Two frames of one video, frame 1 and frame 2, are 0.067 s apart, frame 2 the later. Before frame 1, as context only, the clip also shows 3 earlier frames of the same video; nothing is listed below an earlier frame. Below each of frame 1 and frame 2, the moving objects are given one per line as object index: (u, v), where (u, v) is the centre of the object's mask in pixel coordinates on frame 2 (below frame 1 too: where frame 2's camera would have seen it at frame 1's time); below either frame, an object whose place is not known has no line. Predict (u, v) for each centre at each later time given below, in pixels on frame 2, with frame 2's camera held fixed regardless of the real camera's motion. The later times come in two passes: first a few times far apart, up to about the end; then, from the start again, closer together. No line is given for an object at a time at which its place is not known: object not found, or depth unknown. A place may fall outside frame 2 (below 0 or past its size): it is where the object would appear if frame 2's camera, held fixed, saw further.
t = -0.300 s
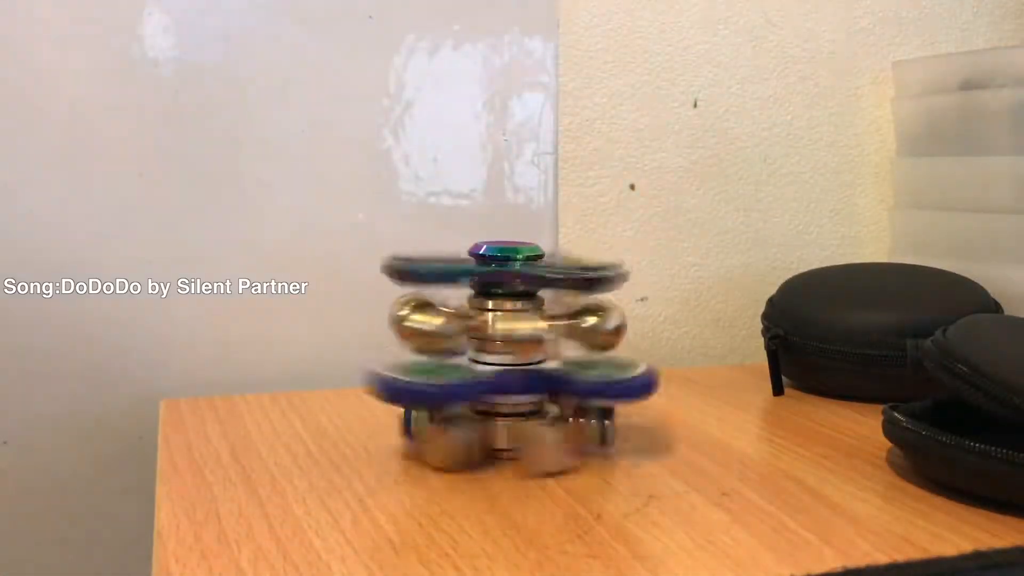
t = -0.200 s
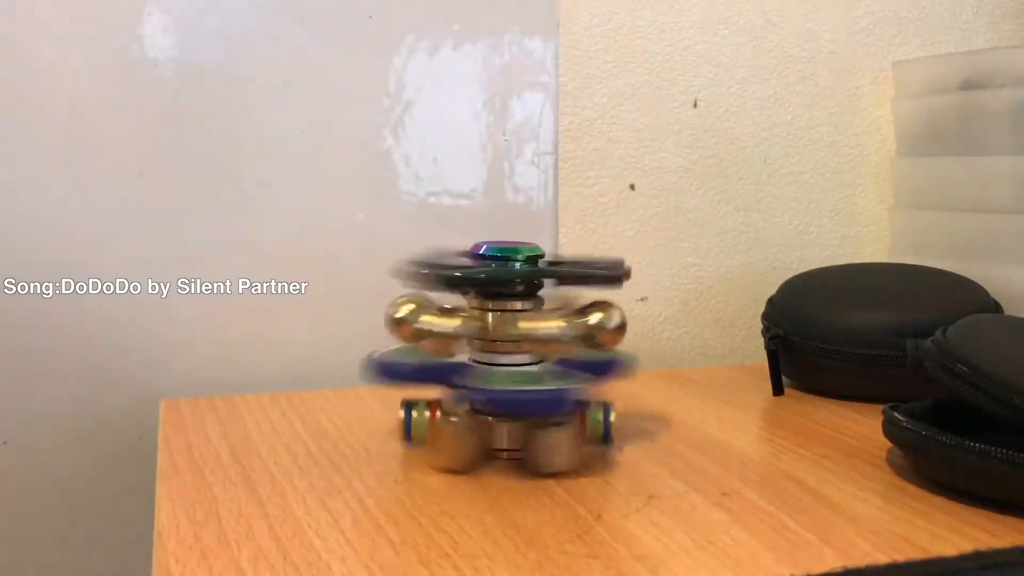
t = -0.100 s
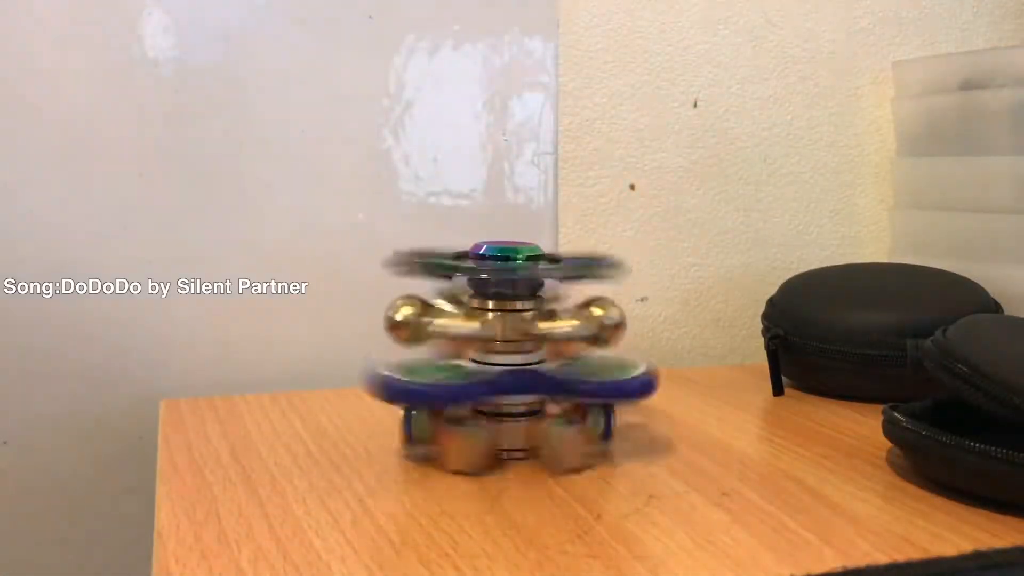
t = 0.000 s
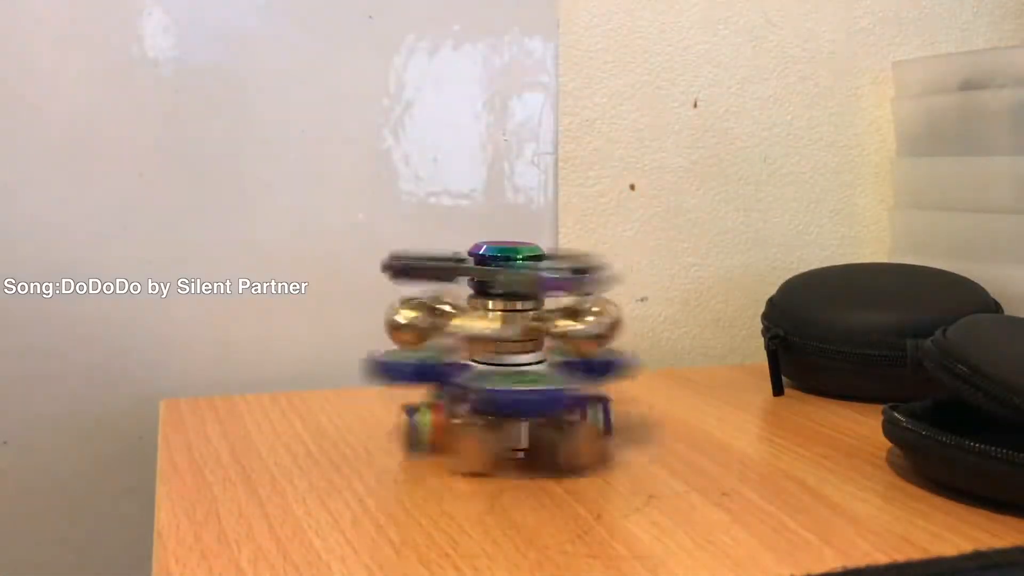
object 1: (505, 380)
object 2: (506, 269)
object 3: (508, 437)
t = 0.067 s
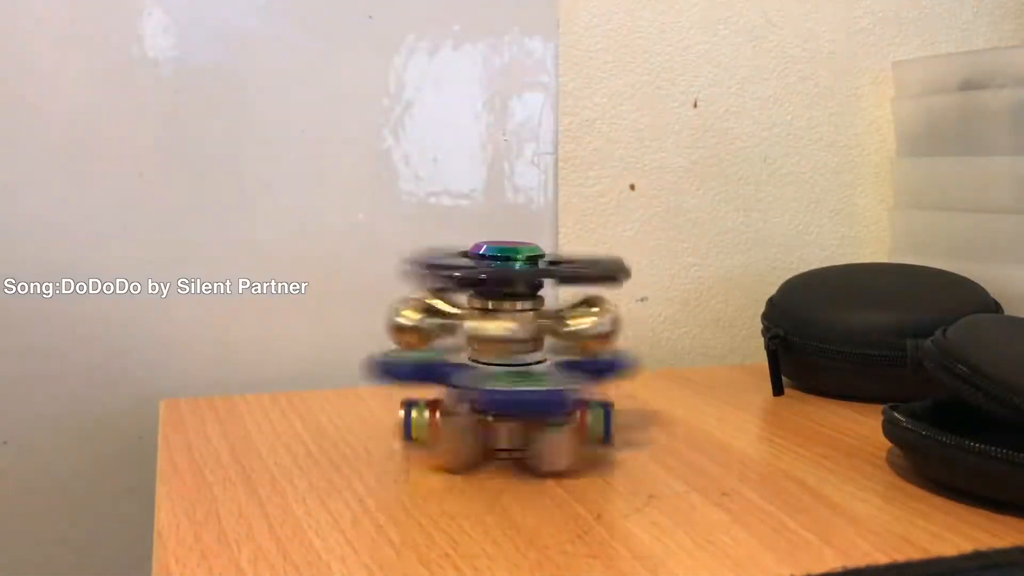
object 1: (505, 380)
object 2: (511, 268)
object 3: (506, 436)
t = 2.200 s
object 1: (502, 380)
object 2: (503, 269)
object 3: (503, 433)
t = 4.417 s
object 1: (514, 380)
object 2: (508, 268)
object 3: (512, 436)
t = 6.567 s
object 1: (497, 381)
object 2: (511, 267)
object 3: (499, 435)
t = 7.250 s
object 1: (500, 386)
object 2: (502, 273)
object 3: (503, 440)
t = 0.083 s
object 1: (501, 382)
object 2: (501, 268)
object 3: (500, 435)
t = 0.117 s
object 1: (514, 379)
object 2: (510, 264)
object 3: (512, 437)
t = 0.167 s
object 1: (508, 381)
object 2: (502, 264)
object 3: (508, 434)
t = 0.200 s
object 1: (508, 379)
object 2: (513, 267)
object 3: (504, 436)
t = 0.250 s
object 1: (513, 379)
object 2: (509, 264)
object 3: (511, 436)
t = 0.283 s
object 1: (496, 381)
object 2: (509, 268)
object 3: (498, 434)
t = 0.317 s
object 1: (509, 380)
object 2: (505, 269)
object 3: (513, 436)
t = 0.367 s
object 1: (507, 381)
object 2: (508, 269)
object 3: (506, 435)
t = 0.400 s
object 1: (506, 379)
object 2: (506, 269)
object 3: (501, 436)
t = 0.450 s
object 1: (514, 380)
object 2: (505, 269)
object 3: (510, 437)
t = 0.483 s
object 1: (501, 381)
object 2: (498, 267)
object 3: (503, 436)
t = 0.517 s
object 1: (513, 380)
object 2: (509, 264)
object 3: (512, 437)
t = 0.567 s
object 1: (505, 381)
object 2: (500, 264)
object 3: (508, 435)
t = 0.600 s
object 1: (506, 380)
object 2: (512, 266)
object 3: (513, 437)
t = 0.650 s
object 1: (512, 380)
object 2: (509, 264)
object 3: (511, 437)
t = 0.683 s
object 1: (498, 379)
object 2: (509, 268)
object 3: (501, 436)
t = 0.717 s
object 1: (511, 380)
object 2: (506, 269)
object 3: (513, 436)
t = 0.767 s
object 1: (505, 381)
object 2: (507, 269)
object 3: (504, 434)
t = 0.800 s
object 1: (509, 379)
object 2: (506, 269)
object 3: (509, 435)
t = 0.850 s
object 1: (510, 381)
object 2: (505, 269)
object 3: (511, 437)
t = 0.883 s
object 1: (498, 380)
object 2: (501, 268)
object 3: (506, 436)
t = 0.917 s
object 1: (511, 381)
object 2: (510, 264)
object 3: (510, 436)
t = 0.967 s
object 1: (501, 381)
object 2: (502, 264)
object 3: (504, 434)
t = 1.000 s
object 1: (512, 379)
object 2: (510, 267)
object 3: (509, 435)
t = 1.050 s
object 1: (513, 381)
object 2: (511, 264)
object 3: (510, 436)
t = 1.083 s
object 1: (502, 379)
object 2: (507, 268)
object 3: (497, 434)
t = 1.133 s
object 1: (511, 378)
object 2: (508, 268)
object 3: (510, 437)
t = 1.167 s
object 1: (498, 381)
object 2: (507, 269)
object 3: (504, 435)
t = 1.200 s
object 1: (513, 379)
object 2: (504, 268)
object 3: (512, 437)
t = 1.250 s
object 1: (507, 381)
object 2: (505, 269)
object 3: (508, 435)
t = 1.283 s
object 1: (503, 379)
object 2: (500, 263)
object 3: (507, 435)
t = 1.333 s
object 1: (512, 381)
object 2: (502, 268)
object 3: (515, 437)
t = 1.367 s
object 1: (492, 381)
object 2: (508, 264)
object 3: (500, 435)
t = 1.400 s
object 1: (515, 380)
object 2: (507, 269)
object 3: (512, 436)
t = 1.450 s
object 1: (505, 382)
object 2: (511, 267)
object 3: (506, 435)
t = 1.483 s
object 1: (512, 379)
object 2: (506, 269)
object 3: (507, 435)
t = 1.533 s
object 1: (513, 381)
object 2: (506, 269)
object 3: (510, 437)
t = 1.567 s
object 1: (495, 379)
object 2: (507, 269)
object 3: (506, 435)
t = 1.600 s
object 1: (511, 381)
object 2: (503, 265)
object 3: (510, 436)
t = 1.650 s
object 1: (502, 381)
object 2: (497, 266)
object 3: (506, 435)
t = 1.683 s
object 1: (512, 380)
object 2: (511, 264)
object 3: (510, 436)
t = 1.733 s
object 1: (511, 381)
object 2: (504, 264)
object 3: (507, 435)
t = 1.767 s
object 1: (499, 379)
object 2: (511, 267)
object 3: (504, 437)
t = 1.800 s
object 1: (509, 381)
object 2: (504, 269)
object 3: (508, 435)
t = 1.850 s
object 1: (496, 382)
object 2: (506, 269)
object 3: (501, 435)
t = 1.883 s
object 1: (513, 379)
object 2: (507, 269)
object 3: (511, 437)
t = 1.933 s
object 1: (509, 381)
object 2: (505, 269)
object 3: (508, 435)
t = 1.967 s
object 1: (507, 381)
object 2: (498, 265)
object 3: (510, 434)
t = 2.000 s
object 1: (506, 382)
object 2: (510, 266)
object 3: (504, 435)
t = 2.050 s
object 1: (497, 379)
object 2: (505, 263)
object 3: (505, 436)
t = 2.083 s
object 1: (509, 380)
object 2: (508, 268)
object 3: (510, 436)
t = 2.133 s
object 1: (505, 381)
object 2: (511, 267)
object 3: (505, 434)
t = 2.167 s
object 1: (514, 379)
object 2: (506, 269)
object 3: (512, 437)
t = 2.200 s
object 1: (502, 380)
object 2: (503, 269)
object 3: (503, 433)
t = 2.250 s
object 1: (501, 379)
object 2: (507, 269)
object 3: (502, 437)
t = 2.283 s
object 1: (509, 382)
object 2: (503, 264)
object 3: (508, 435)
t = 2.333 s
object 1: (500, 381)
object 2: (502, 266)
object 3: (501, 435)
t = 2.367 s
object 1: (513, 380)
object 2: (513, 264)
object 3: (510, 437)
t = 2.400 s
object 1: (498, 380)
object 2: (508, 269)
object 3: (503, 435)
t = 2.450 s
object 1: (510, 380)
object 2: (508, 268)
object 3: (508, 434)
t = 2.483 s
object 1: (505, 382)
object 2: (505, 269)
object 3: (506, 435)
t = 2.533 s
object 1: (503, 380)
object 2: (507, 269)
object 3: (505, 435)
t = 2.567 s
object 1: (513, 381)
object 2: (504, 268)
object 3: (511, 436)
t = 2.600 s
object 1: (500, 379)
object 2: (507, 263)
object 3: (504, 434)
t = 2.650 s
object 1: (512, 379)
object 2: (503, 263)
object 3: (512, 437)
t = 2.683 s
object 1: (497, 381)
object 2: (510, 268)
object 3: (503, 435)
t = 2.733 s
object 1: (505, 380)
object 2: (515, 265)
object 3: (505, 436)
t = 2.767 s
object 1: (508, 381)
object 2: (506, 269)
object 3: (505, 435)
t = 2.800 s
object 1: (504, 379)
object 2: (506, 269)
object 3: (508, 438)
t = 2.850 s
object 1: (515, 382)
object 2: (507, 269)
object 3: (513, 436)
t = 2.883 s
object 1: (499, 380)
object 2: (502, 264)
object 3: (501, 435)
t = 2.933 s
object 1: (512, 380)
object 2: (496, 264)
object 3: (510, 438)
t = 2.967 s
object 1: (505, 381)
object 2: (510, 266)
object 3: (503, 435)
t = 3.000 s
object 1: (515, 379)
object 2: (507, 269)
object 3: (509, 437)
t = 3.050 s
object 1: (509, 381)
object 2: (506, 269)
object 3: (510, 435)
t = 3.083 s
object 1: (506, 380)
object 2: (506, 269)
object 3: (506, 436)
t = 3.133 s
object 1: (510, 380)
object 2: (506, 269)
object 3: (511, 437)
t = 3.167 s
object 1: (499, 379)
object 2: (500, 265)
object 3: (504, 436)
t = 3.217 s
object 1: (509, 380)
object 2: (503, 268)
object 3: (513, 437)
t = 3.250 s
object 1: (502, 381)
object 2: (510, 264)
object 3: (504, 435)
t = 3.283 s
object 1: (511, 379)
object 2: (507, 269)
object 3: (513, 436)
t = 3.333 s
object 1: (510, 382)
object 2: (508, 268)
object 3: (508, 436)
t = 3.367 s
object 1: (505, 381)
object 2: (506, 269)
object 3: (507, 436)
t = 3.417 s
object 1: (512, 380)
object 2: (506, 269)
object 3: (512, 436)
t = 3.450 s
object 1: (491, 380)
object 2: (501, 268)
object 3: (503, 436)
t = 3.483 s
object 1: (512, 380)
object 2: (511, 264)
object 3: (511, 436)
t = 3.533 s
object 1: (500, 381)
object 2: (508, 264)
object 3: (504, 435)
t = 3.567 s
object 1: (511, 380)
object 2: (508, 268)
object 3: (510, 437)
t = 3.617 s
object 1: (511, 381)
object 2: (509, 267)
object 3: (508, 435)
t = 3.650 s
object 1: (503, 379)
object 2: (507, 269)
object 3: (502, 437)
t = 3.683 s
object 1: (509, 381)
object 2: (505, 268)
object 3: (506, 435)
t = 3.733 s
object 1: (501, 380)
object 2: (501, 268)
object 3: (501, 435)
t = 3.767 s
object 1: (517, 382)
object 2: (510, 264)
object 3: (511, 436)
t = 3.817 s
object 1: (503, 381)
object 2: (506, 264)
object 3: (504, 435)
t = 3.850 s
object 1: (511, 380)
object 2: (508, 268)
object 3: (507, 438)
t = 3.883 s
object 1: (501, 381)
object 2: (505, 269)
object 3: (503, 435)
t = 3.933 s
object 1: (504, 378)
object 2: (506, 269)
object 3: (503, 437)
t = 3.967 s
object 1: (506, 382)
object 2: (502, 266)
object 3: (508, 435)
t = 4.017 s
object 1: (504, 380)
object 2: (504, 269)
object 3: (502, 435)
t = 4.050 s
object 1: (515, 381)
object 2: (510, 264)
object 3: (512, 436)
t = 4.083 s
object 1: (499, 378)
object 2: (507, 269)
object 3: (502, 436)
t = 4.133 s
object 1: (511, 380)
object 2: (508, 268)
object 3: (512, 437)
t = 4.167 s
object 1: (497, 381)
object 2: (505, 269)
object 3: (503, 434)
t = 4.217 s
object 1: (505, 378)
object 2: (506, 269)
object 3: (505, 436)
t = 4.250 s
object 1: (505, 381)
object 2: (499, 264)
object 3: (507, 434)
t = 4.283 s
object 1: (508, 378)
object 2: (510, 266)
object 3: (508, 434)
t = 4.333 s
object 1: (512, 381)
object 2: (511, 264)
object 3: (510, 436)
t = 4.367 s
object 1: (502, 381)
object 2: (508, 269)
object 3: (507, 436)
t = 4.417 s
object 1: (514, 380)
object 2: (508, 268)
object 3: (512, 436)
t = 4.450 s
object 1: (497, 380)
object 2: (505, 269)
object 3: (503, 435)
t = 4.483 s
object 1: (512, 380)
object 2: (504, 264)
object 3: (511, 436)
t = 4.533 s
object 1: (506, 381)
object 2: (503, 264)
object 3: (506, 435)
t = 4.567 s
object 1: (509, 380)
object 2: (509, 267)
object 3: (512, 436)
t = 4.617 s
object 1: (510, 381)
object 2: (511, 267)
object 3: (509, 435)
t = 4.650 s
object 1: (503, 380)
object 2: (507, 269)
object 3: (505, 435)
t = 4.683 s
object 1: (508, 381)
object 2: (505, 268)
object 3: (508, 435)
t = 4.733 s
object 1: (495, 380)
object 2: (503, 268)
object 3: (502, 436)
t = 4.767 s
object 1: (511, 380)
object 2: (510, 264)
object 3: (510, 436)
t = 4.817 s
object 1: (502, 381)
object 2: (506, 263)
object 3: (504, 434)
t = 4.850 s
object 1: (511, 380)
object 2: (508, 268)
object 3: (513, 436)
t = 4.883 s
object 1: (497, 381)
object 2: (505, 269)
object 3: (499, 434)
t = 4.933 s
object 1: (507, 379)
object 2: (507, 269)
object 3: (512, 436)
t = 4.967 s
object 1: (502, 381)
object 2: (504, 265)
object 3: (507, 434)
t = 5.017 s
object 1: (499, 379)
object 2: (500, 265)
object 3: (504, 435)
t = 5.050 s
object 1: (510, 381)
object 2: (510, 267)
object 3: (511, 435)
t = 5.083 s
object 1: (507, 380)
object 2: (507, 269)
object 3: (506, 436)
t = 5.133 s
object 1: (511, 380)
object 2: (507, 269)
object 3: (512, 437)
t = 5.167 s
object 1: (501, 379)
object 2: (500, 267)
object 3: (500, 434)
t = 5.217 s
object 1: (510, 379)
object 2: (505, 269)
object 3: (512, 436)
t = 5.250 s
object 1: (499, 381)
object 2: (509, 263)
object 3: (500, 434)
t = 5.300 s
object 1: (505, 380)
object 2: (503, 263)
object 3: (506, 437)
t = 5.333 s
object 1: (507, 382)
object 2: (508, 269)
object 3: (508, 434)
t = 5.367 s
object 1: (506, 380)
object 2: (506, 269)
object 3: (511, 436)
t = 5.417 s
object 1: (512, 381)
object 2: (507, 269)
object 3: (511, 436)
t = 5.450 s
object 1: (502, 381)
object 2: (498, 263)
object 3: (504, 436)
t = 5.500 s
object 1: (512, 381)
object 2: (499, 264)
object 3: (513, 437)
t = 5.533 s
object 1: (500, 380)
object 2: (510, 267)
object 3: (503, 435)
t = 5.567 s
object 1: (513, 381)
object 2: (507, 269)
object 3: (513, 436)
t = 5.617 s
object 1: (501, 381)
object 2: (505, 269)
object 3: (502, 434)
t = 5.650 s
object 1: (512, 379)
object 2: (502, 268)
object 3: (510, 435)
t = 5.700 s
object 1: (508, 382)
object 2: (502, 267)
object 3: (506, 434)
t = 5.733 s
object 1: (507, 378)
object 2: (511, 264)
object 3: (505, 434)
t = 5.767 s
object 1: (504, 382)
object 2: (505, 269)
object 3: (503, 434)
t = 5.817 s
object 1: (502, 380)
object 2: (508, 269)
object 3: (502, 435)
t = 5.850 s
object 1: (509, 381)
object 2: (506, 268)
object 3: (510, 435)
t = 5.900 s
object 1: (499, 380)
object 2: (503, 268)
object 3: (500, 435)
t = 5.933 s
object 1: (517, 382)
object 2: (507, 263)
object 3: (511, 436)
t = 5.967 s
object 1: (500, 380)
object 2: (509, 268)
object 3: (500, 435)
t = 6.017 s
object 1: (514, 380)
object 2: (508, 268)
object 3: (510, 438)
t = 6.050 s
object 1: (500, 380)
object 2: (505, 269)
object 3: (500, 434)
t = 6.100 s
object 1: (509, 380)
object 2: (506, 269)
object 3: (502, 436)
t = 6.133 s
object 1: (503, 381)
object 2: (504, 263)
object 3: (504, 435)
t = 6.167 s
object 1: (512, 380)
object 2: (511, 268)
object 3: (509, 437)
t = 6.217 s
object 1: (510, 381)
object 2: (509, 267)
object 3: (507, 435)
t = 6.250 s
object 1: (506, 380)
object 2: (506, 269)
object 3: (504, 437)
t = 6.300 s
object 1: (513, 381)
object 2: (507, 269)
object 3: (512, 436)
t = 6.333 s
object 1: (498, 380)
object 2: (499, 263)
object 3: (502, 436)
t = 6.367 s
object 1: (511, 381)
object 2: (510, 267)
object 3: (507, 435)
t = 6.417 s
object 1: (499, 380)
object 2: (510, 267)
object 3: (498, 435)
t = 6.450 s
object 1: (516, 381)
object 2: (506, 269)
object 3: (511, 436)
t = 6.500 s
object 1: (502, 382)
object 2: (505, 269)
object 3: (504, 434)
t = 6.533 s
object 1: (515, 380)
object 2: (502, 268)
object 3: (513, 436)
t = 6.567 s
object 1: (497, 381)
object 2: (511, 267)
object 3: (499, 435)
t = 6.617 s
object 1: (506, 378)
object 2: (512, 266)
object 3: (512, 437)
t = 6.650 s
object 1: (503, 382)
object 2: (505, 269)
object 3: (501, 434)
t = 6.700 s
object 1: (501, 378)
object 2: (507, 269)
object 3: (504, 435)
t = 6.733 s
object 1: (508, 381)
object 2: (501, 267)
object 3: (509, 434)
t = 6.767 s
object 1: (509, 381)
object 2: (513, 265)
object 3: (509, 435)
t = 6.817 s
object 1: (515, 382)
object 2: (517, 264)
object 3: (511, 434)
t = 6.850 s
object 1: (501, 380)
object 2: (507, 269)
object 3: (501, 435)
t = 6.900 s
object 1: (514, 379)
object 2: (507, 268)
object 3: (511, 435)
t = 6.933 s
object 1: (501, 378)
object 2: (502, 268)
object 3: (499, 434)
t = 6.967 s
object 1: (516, 381)
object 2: (516, 264)
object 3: (512, 434)
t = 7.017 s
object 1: (498, 380)
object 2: (511, 266)
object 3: (502, 434)
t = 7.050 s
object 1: (514, 379)
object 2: (506, 268)
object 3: (513, 435)
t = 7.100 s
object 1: (501, 383)
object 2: (503, 271)
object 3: (502, 437)
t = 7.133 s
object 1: (511, 383)
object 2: (499, 269)
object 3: (510, 440)
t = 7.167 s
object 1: (496, 385)
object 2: (506, 270)
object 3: (497, 438)
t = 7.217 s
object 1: (503, 385)
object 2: (511, 268)
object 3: (508, 442)
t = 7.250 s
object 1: (500, 386)
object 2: (502, 273)
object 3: (503, 440)
